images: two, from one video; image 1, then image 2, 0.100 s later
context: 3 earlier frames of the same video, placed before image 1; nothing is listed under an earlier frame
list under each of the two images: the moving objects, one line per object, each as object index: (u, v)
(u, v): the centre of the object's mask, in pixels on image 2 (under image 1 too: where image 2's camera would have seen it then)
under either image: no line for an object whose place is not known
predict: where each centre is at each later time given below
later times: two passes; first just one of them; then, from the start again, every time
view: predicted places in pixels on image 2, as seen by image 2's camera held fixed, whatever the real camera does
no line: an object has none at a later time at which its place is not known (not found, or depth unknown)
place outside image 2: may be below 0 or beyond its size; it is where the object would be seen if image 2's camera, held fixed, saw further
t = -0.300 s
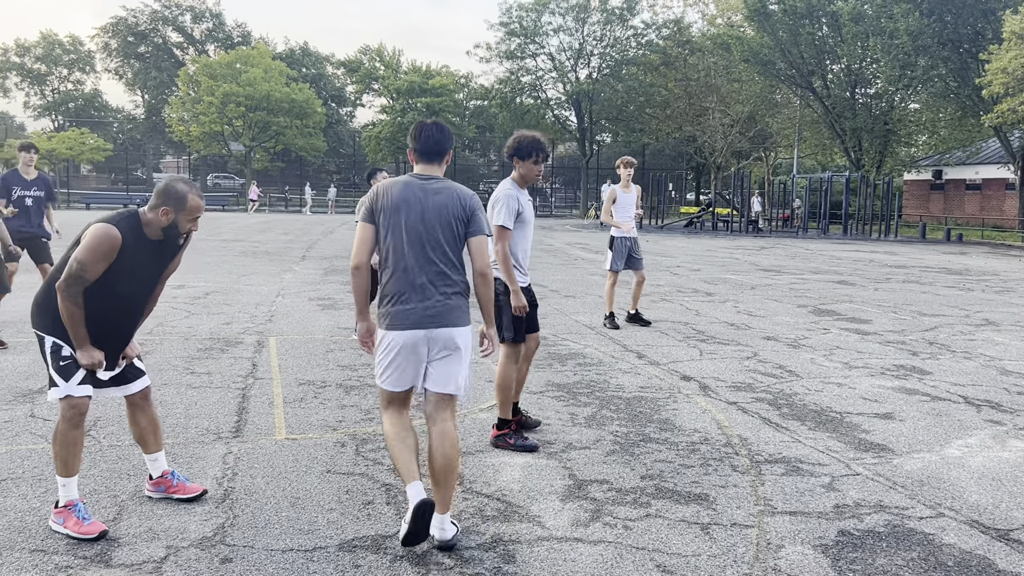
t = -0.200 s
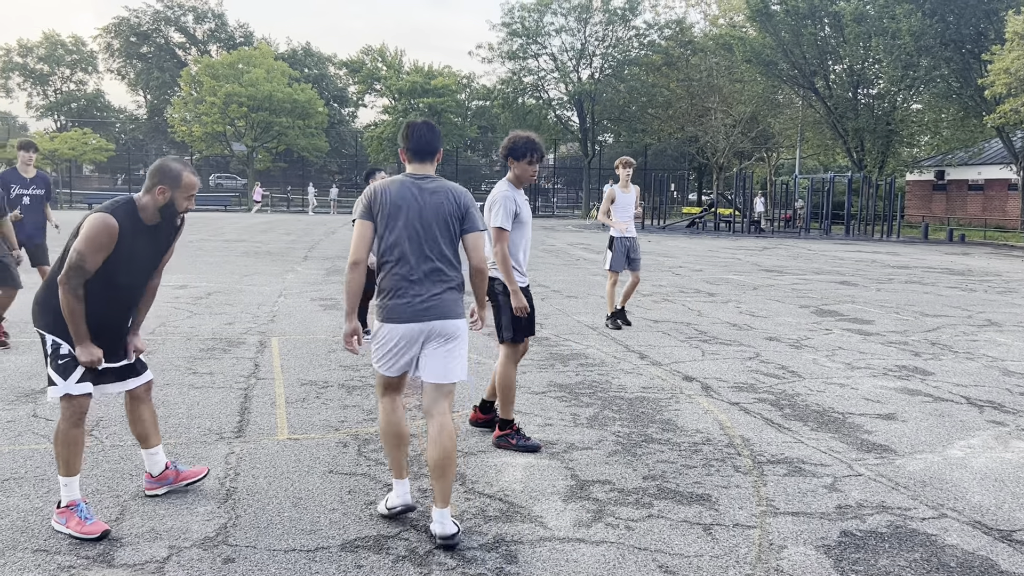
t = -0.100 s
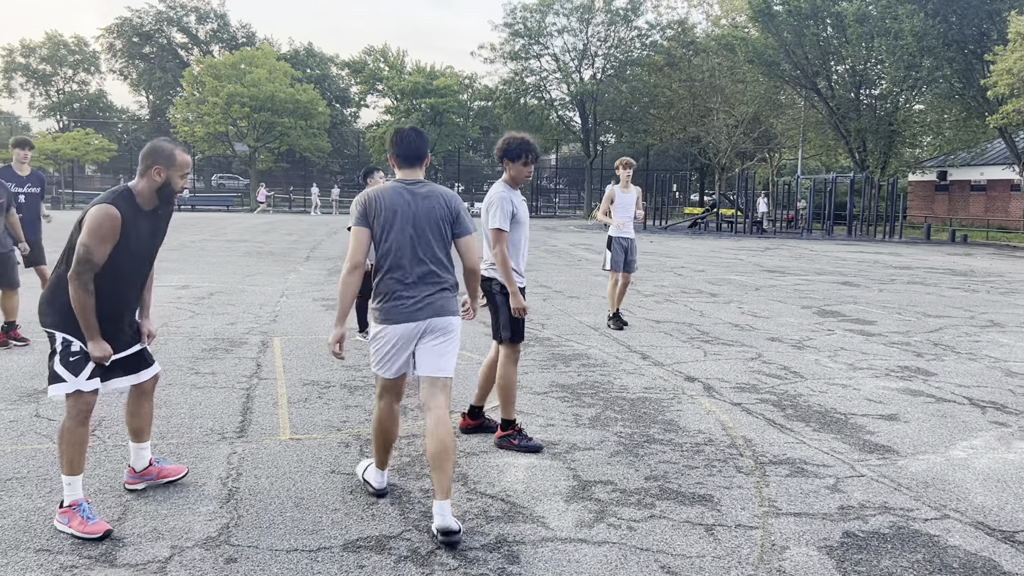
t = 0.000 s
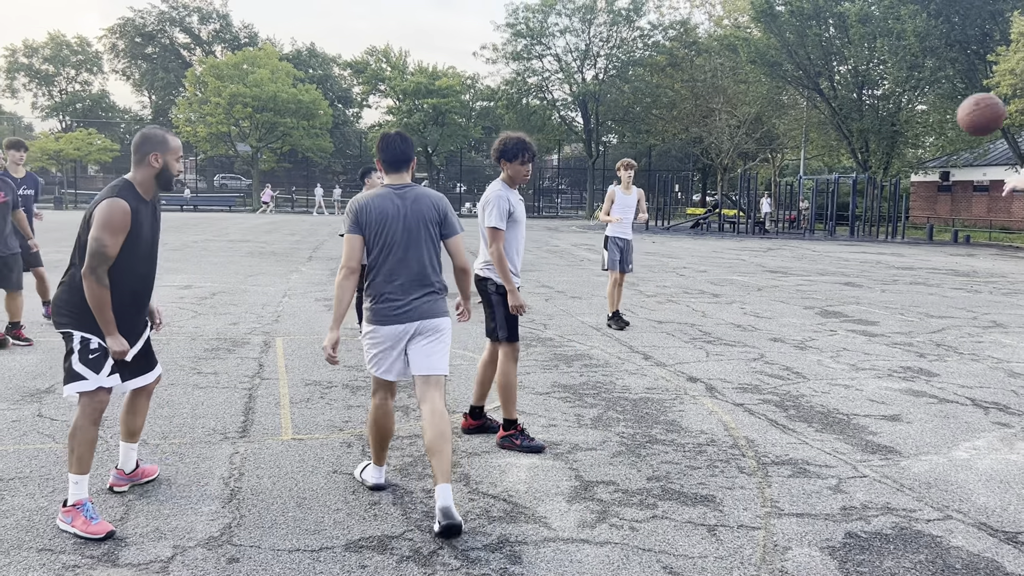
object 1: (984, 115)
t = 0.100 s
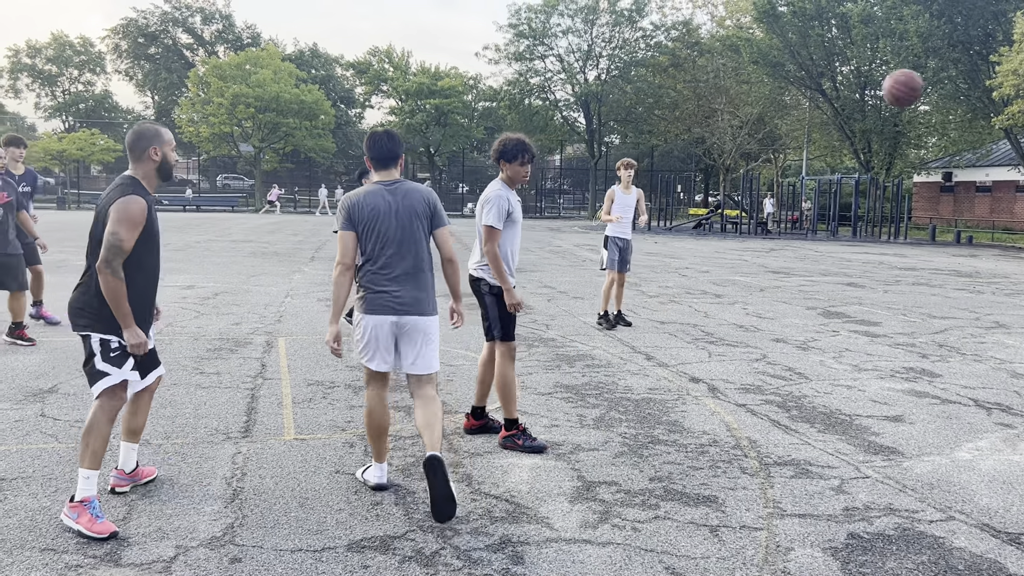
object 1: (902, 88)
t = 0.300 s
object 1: (783, 88)
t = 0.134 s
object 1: (879, 84)
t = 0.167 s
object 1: (857, 82)
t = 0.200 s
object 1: (837, 81)
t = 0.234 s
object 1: (818, 82)
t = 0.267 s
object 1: (800, 85)
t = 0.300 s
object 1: (783, 88)
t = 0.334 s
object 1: (768, 93)
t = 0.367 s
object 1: (753, 98)
